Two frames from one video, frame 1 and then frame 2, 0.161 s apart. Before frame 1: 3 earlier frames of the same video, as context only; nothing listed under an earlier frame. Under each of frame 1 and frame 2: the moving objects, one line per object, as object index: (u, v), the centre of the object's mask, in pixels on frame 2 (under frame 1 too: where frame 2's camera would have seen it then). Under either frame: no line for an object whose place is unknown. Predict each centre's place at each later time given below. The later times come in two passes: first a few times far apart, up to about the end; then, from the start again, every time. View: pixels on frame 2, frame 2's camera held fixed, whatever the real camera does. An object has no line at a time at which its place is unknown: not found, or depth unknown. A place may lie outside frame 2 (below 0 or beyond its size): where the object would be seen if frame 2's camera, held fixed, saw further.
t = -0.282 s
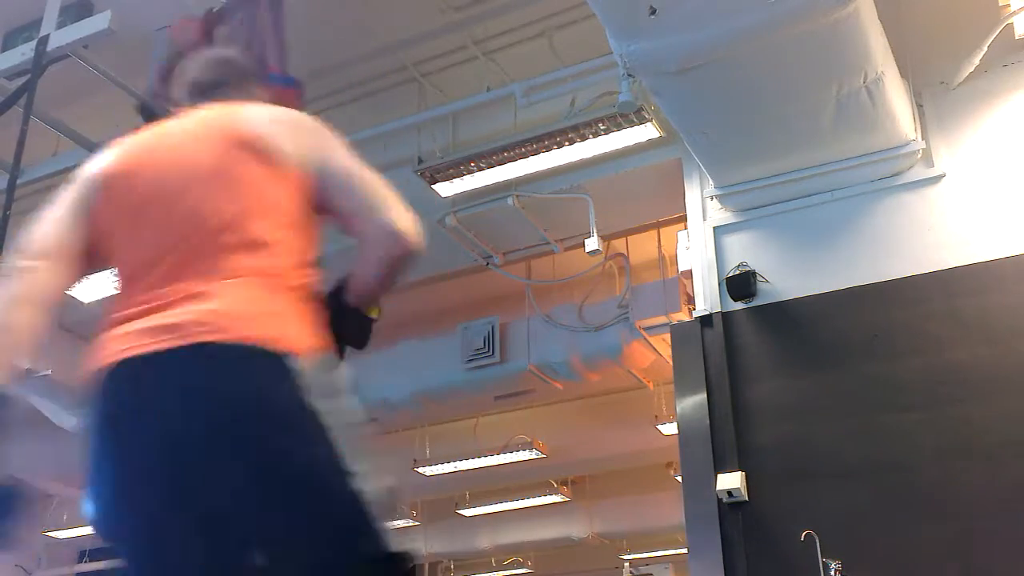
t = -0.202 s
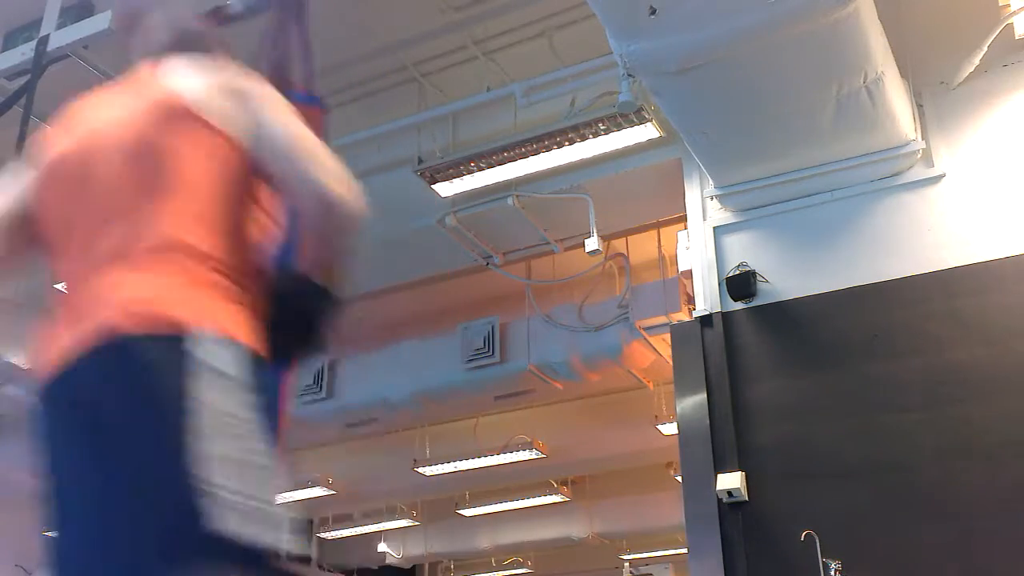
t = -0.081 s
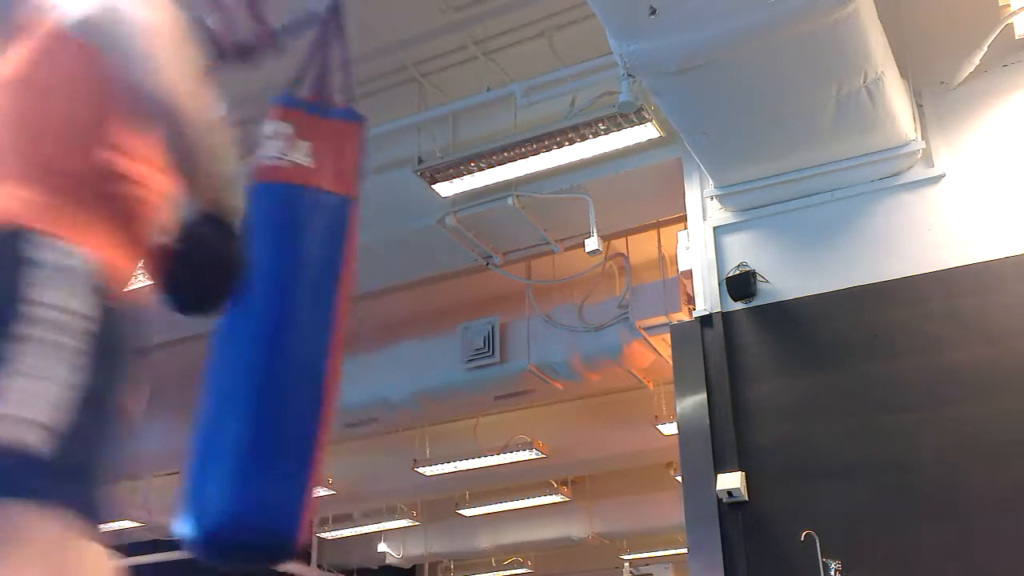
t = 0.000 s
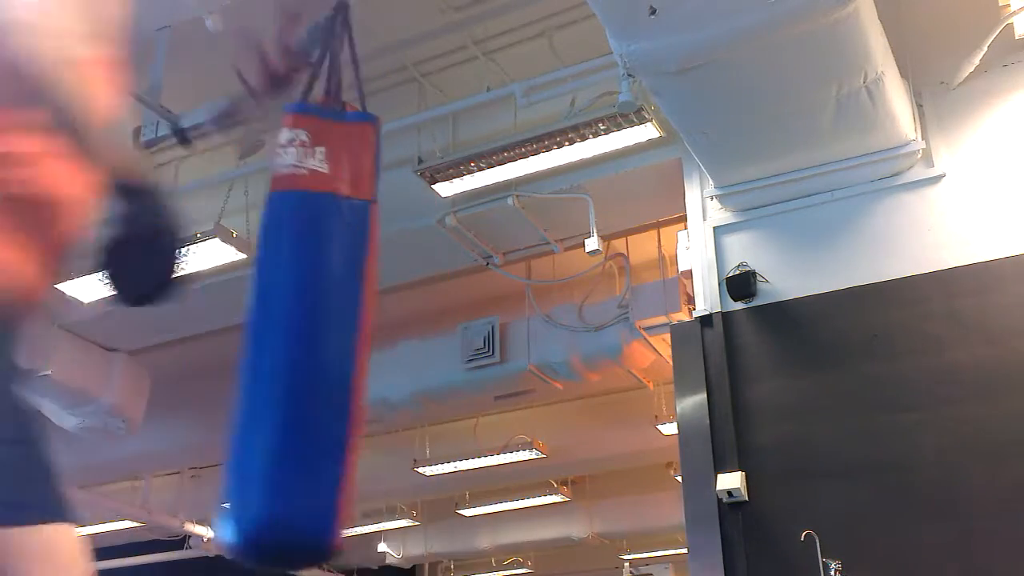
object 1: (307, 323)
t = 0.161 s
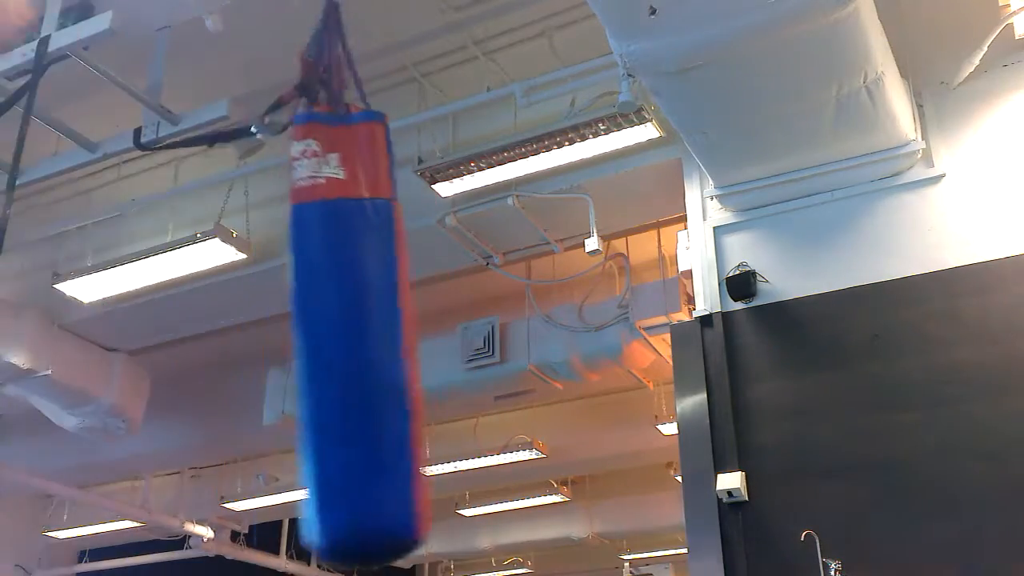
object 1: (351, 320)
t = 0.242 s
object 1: (375, 320)
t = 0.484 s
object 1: (427, 316)
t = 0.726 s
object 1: (440, 307)
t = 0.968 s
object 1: (410, 300)
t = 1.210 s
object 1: (323, 285)
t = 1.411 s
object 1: (226, 273)
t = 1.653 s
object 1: (129, 247)
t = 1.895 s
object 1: (109, 217)
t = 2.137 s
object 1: (118, 251)
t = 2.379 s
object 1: (176, 301)
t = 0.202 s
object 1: (362, 319)
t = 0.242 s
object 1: (375, 320)
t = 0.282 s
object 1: (386, 320)
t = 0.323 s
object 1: (399, 321)
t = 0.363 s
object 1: (407, 320)
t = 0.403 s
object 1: (416, 319)
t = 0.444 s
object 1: (421, 317)
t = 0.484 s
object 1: (427, 316)
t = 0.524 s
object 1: (432, 314)
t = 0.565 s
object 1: (435, 312)
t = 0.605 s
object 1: (438, 311)
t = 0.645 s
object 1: (439, 309)
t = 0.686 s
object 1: (440, 308)
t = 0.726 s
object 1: (440, 307)
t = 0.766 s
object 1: (440, 306)
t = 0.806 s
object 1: (437, 305)
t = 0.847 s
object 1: (434, 304)
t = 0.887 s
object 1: (426, 303)
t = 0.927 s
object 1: (418, 301)
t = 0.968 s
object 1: (410, 300)
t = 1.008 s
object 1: (397, 298)
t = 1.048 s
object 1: (387, 294)
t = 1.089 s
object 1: (374, 291)
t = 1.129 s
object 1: (357, 289)
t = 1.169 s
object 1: (342, 287)
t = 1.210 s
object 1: (323, 285)
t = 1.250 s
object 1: (305, 284)
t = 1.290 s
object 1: (287, 281)
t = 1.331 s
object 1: (265, 276)
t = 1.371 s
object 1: (245, 275)
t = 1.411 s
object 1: (226, 273)
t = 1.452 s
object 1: (206, 270)
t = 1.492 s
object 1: (187, 266)
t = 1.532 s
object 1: (166, 263)
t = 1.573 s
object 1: (151, 260)
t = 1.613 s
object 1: (136, 254)
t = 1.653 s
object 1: (129, 247)
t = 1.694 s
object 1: (123, 238)
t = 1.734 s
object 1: (117, 231)
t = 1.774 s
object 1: (116, 224)
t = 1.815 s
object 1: (113, 220)
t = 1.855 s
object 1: (111, 217)
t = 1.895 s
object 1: (109, 217)
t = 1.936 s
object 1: (109, 218)
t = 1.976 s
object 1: (110, 221)
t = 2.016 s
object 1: (110, 226)
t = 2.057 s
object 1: (111, 233)
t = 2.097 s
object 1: (113, 241)
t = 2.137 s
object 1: (118, 251)
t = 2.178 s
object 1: (123, 261)
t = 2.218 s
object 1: (128, 271)
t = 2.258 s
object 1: (137, 281)
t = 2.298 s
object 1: (146, 292)
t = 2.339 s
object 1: (161, 297)
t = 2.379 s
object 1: (176, 301)
